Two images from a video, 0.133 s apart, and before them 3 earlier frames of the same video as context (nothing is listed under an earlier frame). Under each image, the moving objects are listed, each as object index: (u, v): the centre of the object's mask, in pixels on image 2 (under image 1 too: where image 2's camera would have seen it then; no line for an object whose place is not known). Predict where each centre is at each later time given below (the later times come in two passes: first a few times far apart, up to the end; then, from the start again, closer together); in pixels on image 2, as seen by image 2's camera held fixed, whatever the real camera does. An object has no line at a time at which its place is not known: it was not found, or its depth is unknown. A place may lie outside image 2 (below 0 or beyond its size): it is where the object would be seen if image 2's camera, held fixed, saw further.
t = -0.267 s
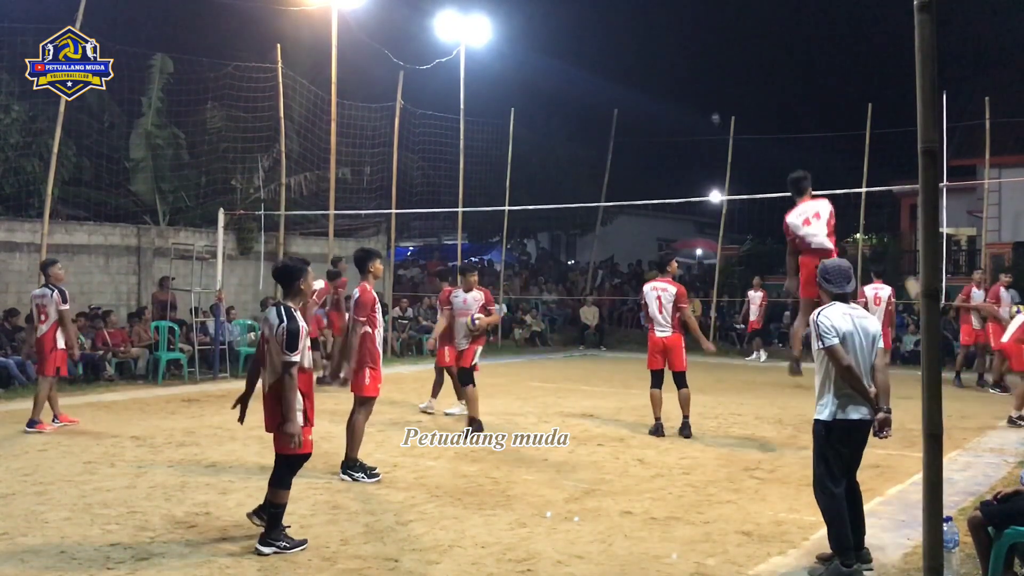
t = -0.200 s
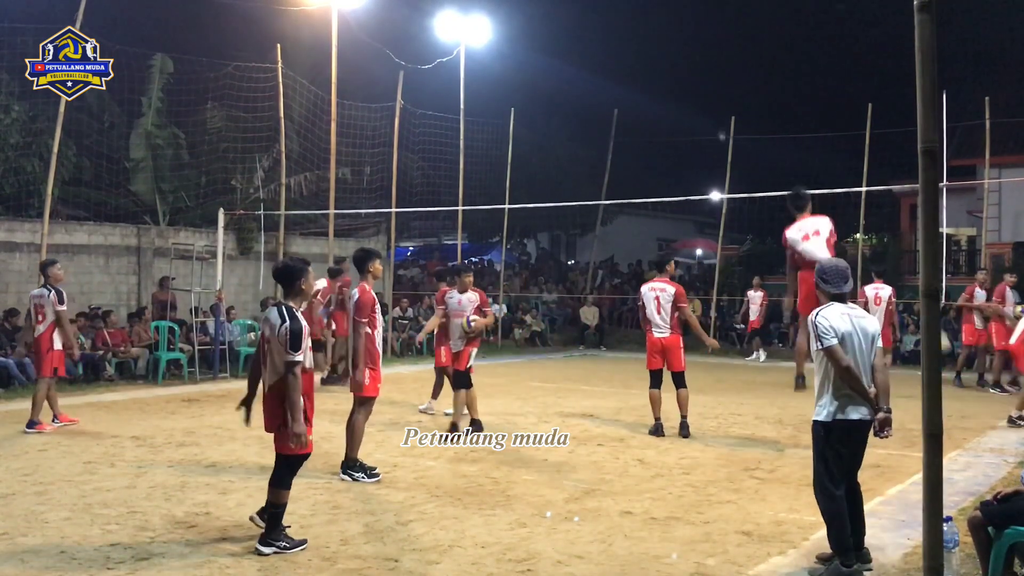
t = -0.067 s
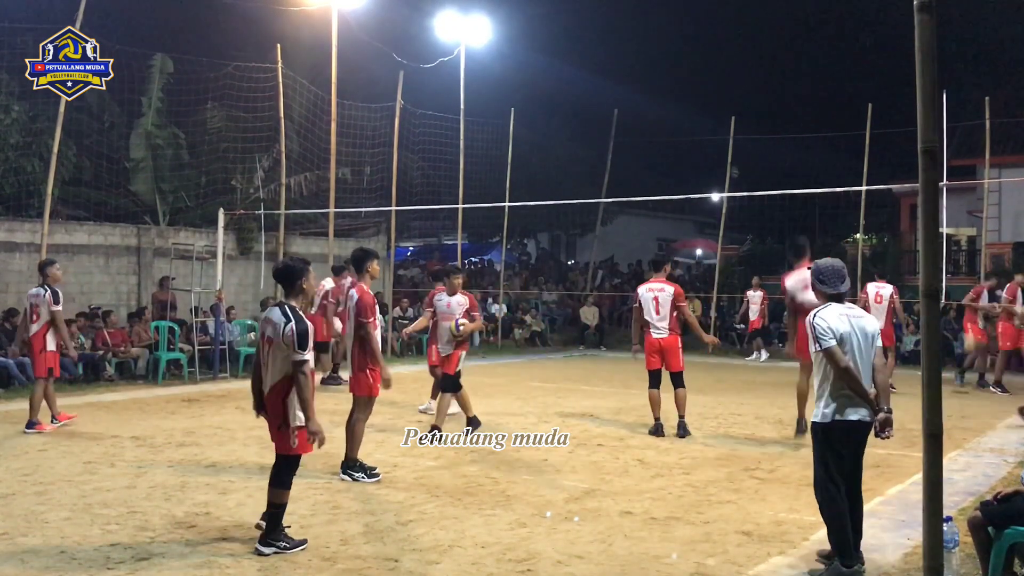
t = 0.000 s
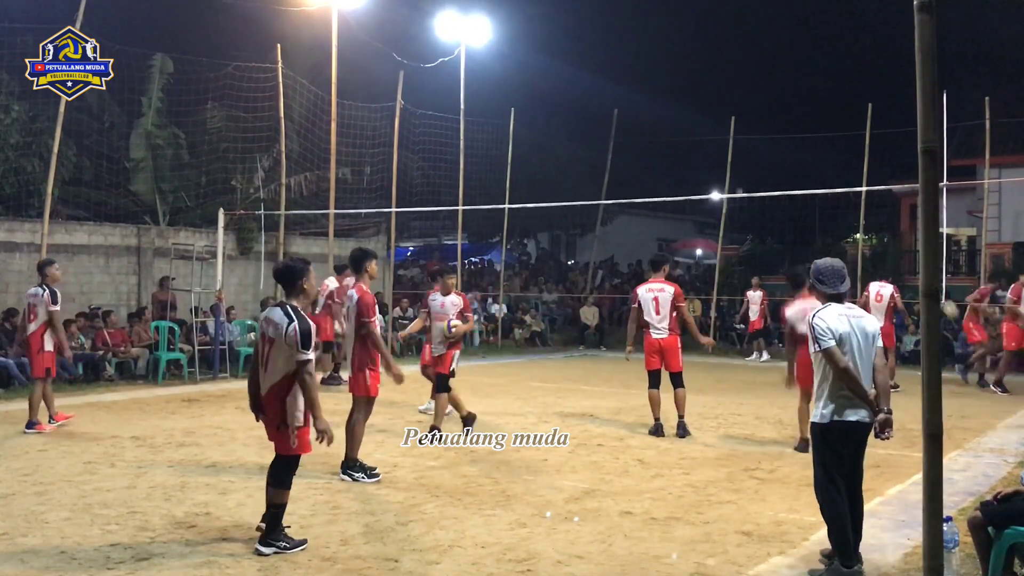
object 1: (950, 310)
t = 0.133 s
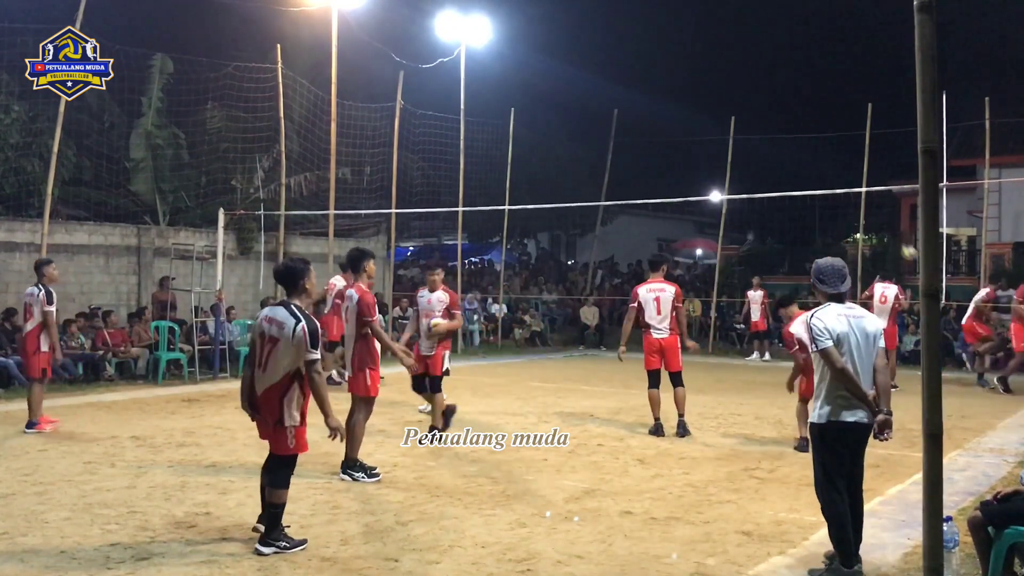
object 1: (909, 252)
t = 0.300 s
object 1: (857, 196)
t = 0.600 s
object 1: (765, 141)
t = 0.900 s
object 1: (674, 143)
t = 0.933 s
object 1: (664, 147)
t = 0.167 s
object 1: (898, 240)
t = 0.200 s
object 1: (888, 228)
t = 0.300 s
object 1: (857, 196)
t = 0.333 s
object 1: (847, 188)
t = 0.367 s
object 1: (837, 179)
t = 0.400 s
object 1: (827, 172)
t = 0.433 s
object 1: (817, 165)
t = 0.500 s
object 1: (796, 153)
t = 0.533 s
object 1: (786, 148)
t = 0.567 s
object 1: (776, 144)
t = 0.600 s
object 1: (765, 141)
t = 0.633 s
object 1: (755, 138)
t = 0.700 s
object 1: (735, 135)
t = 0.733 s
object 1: (725, 135)
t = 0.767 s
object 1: (715, 135)
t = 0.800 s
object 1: (705, 136)
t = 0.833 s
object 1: (695, 137)
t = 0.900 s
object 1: (674, 143)
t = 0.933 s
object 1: (664, 147)
